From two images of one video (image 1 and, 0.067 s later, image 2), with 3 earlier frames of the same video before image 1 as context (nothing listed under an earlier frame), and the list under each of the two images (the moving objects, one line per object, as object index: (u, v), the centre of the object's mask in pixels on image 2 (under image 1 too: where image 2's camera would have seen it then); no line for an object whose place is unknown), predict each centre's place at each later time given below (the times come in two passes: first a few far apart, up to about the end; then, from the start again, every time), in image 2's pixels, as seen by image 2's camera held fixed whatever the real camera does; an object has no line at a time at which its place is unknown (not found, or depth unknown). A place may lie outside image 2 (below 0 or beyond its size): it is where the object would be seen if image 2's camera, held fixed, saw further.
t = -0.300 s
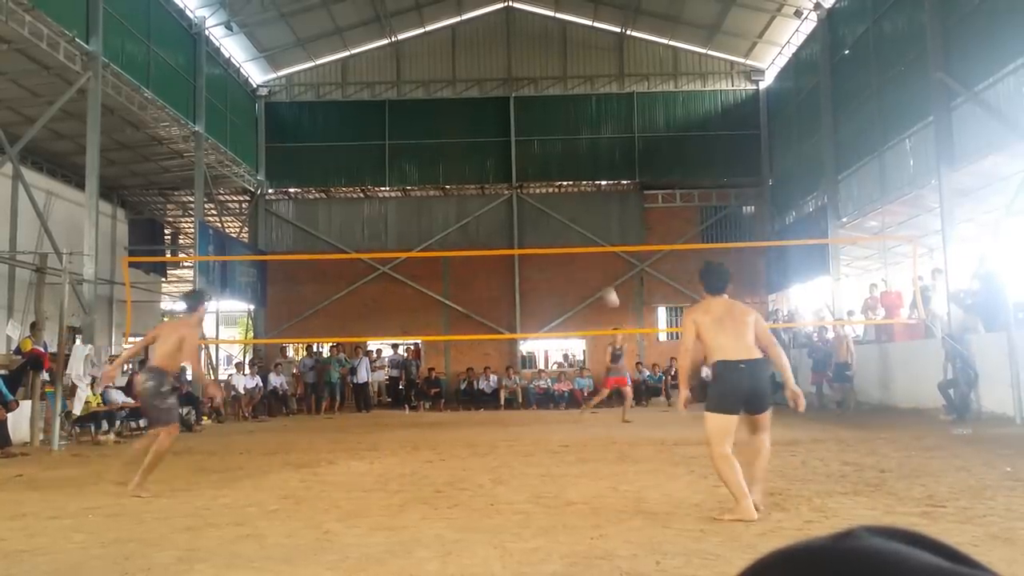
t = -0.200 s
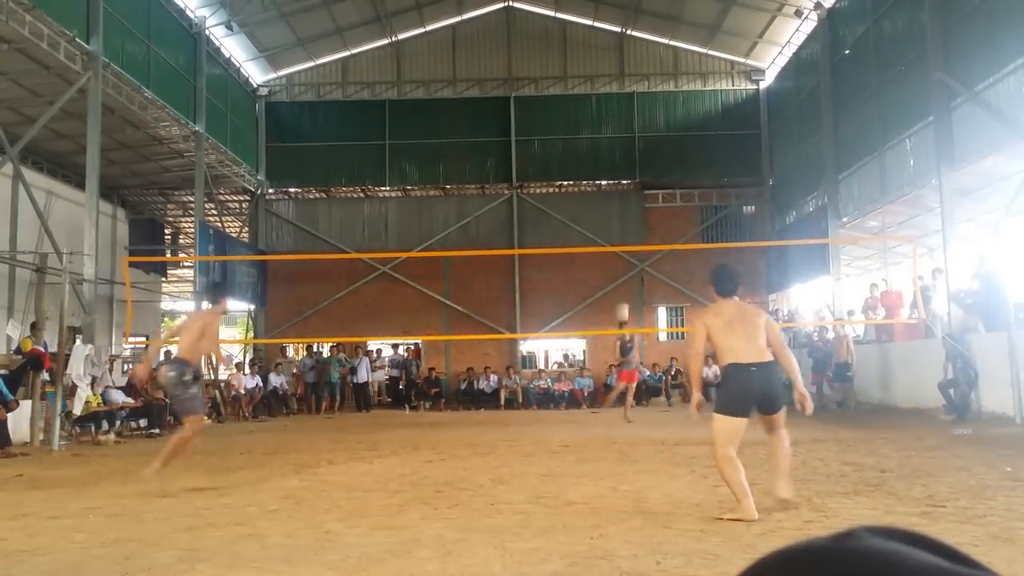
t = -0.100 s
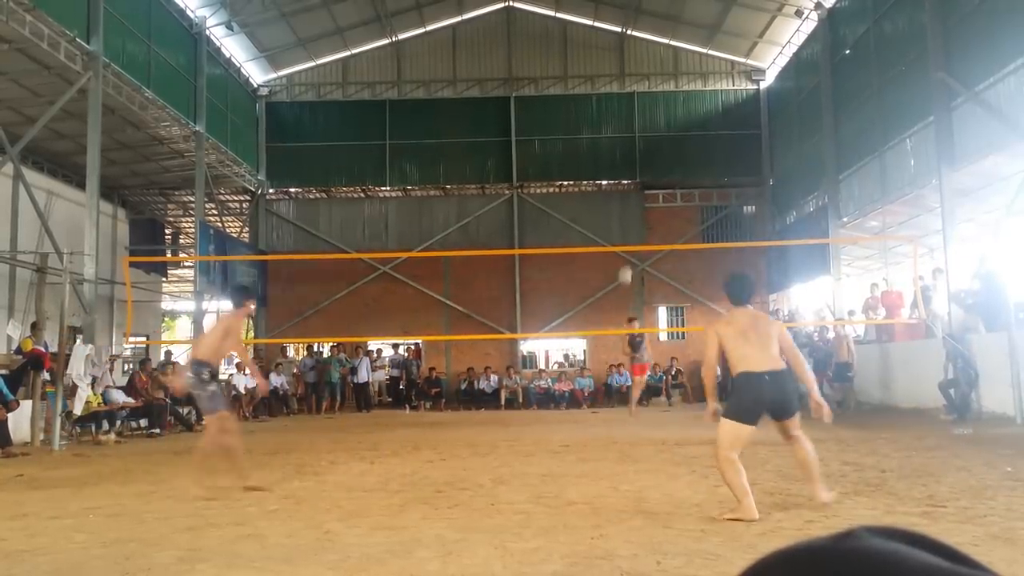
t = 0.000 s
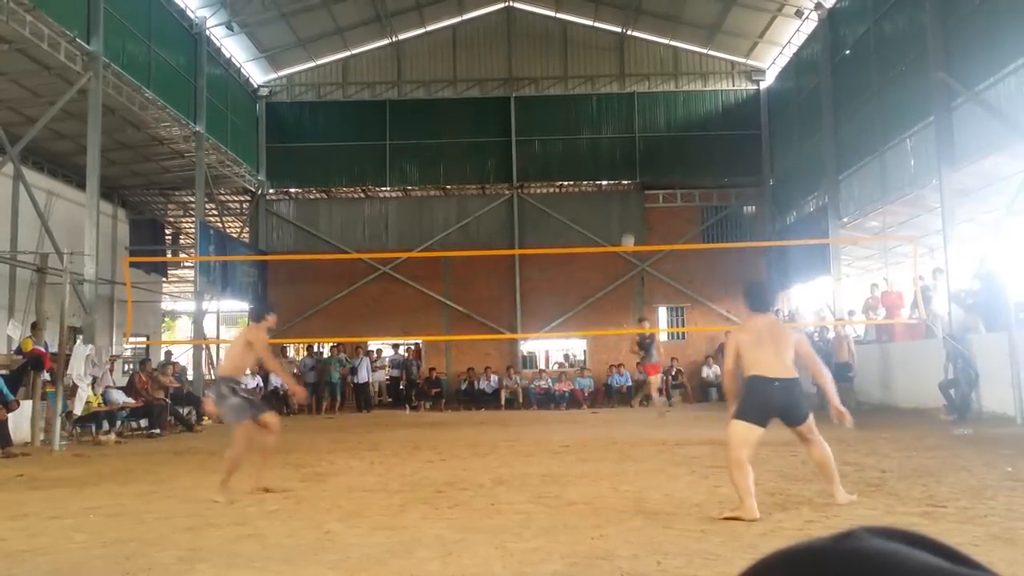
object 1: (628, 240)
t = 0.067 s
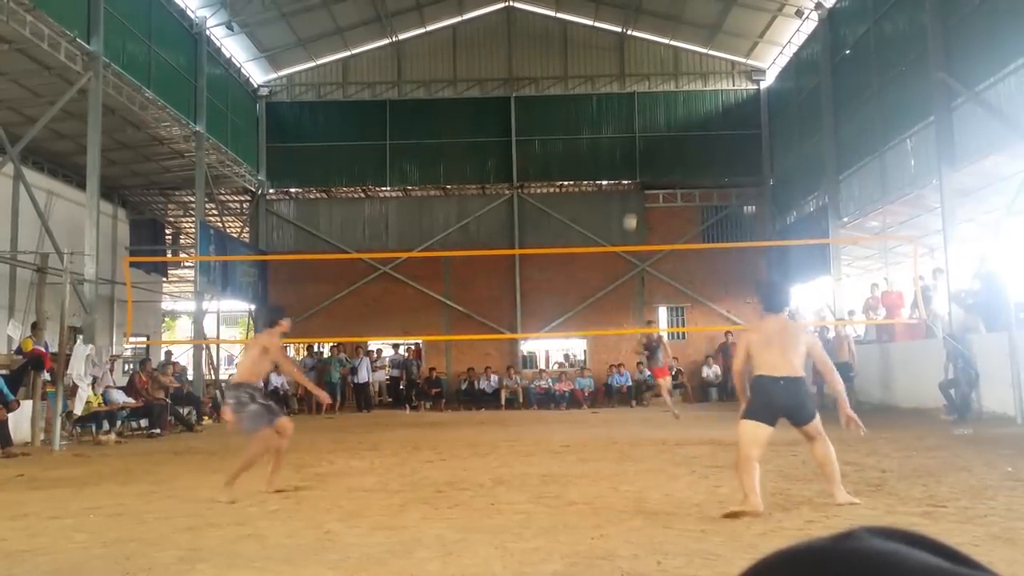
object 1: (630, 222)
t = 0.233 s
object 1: (636, 182)
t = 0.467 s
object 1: (646, 148)
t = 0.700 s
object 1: (660, 148)
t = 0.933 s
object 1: (677, 197)
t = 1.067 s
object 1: (690, 253)
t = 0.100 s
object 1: (631, 213)
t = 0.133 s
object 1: (632, 204)
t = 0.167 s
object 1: (633, 197)
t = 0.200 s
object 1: (634, 189)
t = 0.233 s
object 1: (636, 182)
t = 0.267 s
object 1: (637, 175)
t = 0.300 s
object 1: (638, 169)
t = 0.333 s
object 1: (640, 163)
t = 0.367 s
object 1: (641, 159)
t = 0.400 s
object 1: (643, 154)
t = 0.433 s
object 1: (645, 151)
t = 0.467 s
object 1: (646, 148)
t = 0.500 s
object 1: (648, 145)
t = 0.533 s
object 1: (650, 144)
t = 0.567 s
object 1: (652, 143)
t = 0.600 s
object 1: (654, 143)
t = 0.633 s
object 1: (656, 144)
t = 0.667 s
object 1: (658, 146)
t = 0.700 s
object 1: (660, 148)
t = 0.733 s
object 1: (662, 152)
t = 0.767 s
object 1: (665, 156)
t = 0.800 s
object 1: (667, 162)
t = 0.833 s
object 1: (669, 169)
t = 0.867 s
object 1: (672, 177)
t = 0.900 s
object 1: (674, 186)
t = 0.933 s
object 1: (677, 197)
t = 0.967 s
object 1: (680, 209)
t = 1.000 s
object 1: (684, 222)
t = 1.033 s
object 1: (687, 235)
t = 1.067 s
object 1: (690, 253)
